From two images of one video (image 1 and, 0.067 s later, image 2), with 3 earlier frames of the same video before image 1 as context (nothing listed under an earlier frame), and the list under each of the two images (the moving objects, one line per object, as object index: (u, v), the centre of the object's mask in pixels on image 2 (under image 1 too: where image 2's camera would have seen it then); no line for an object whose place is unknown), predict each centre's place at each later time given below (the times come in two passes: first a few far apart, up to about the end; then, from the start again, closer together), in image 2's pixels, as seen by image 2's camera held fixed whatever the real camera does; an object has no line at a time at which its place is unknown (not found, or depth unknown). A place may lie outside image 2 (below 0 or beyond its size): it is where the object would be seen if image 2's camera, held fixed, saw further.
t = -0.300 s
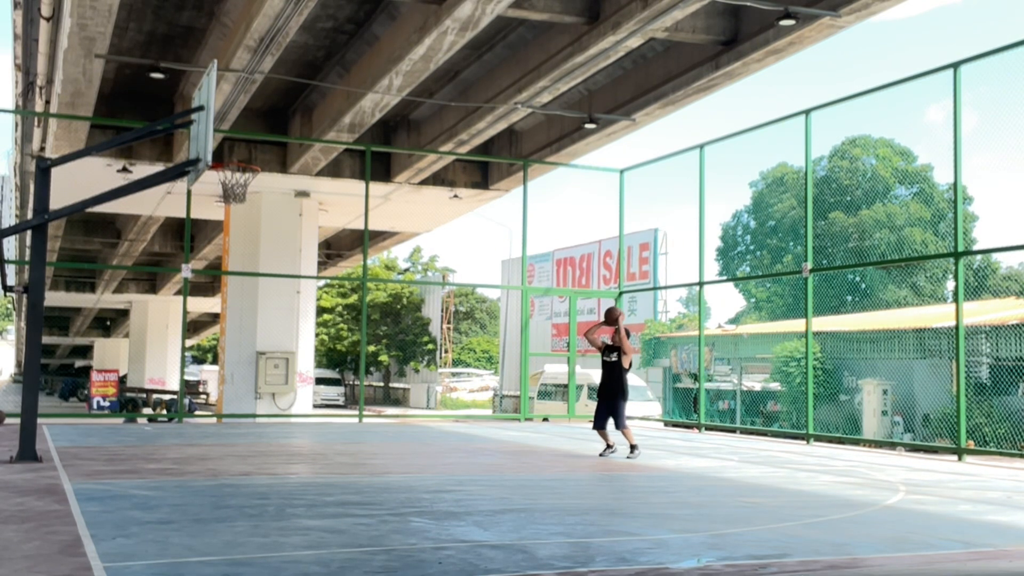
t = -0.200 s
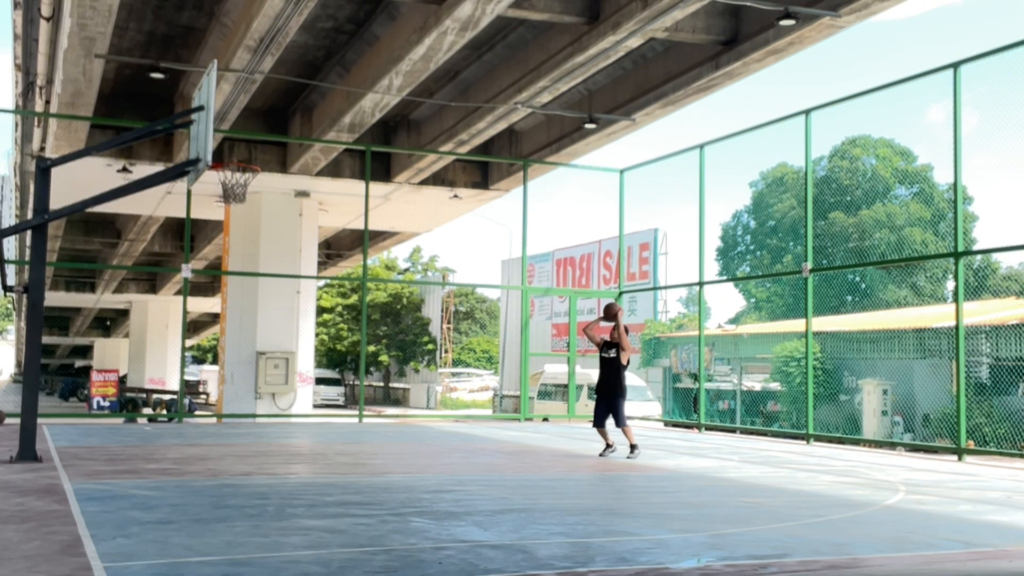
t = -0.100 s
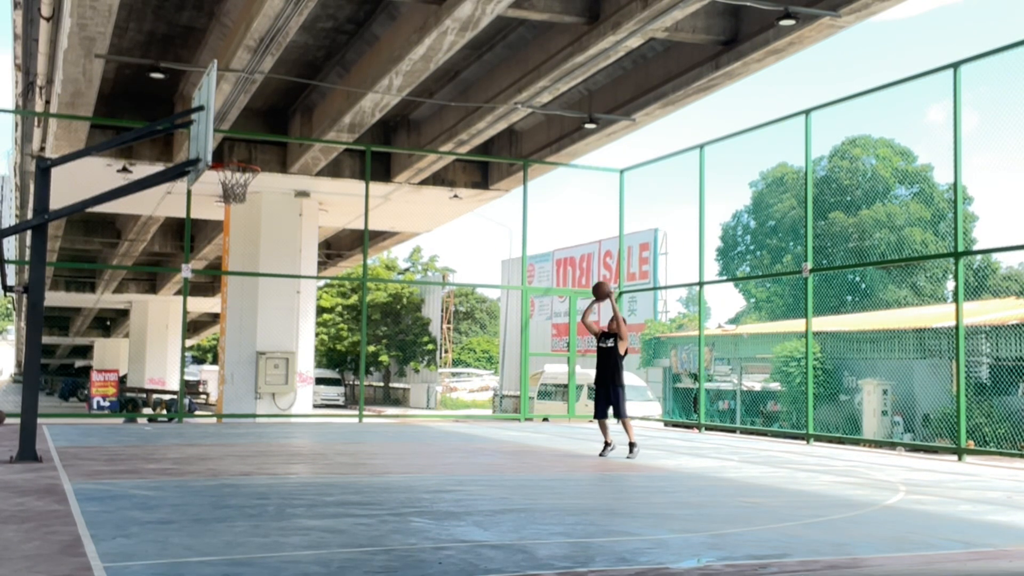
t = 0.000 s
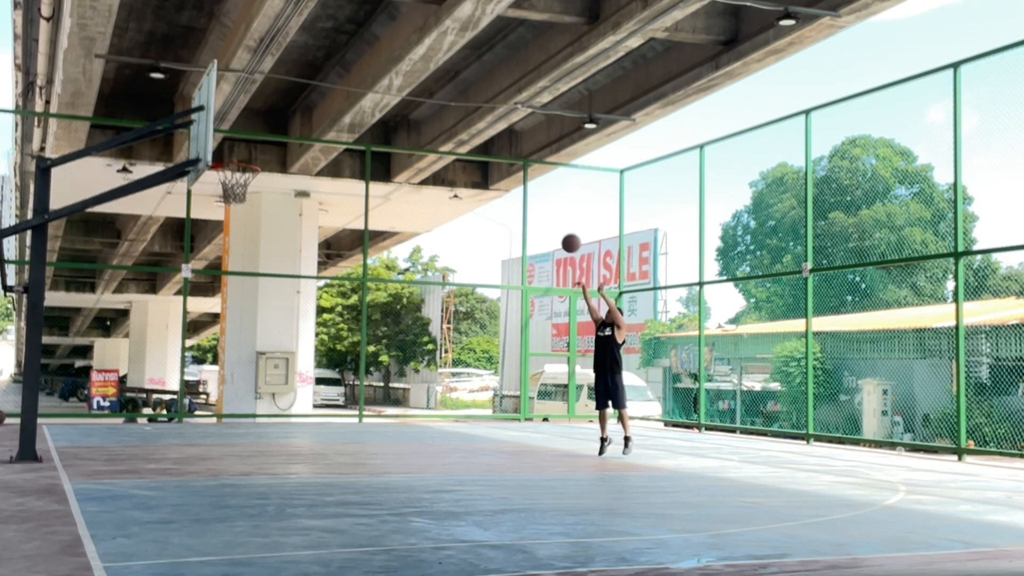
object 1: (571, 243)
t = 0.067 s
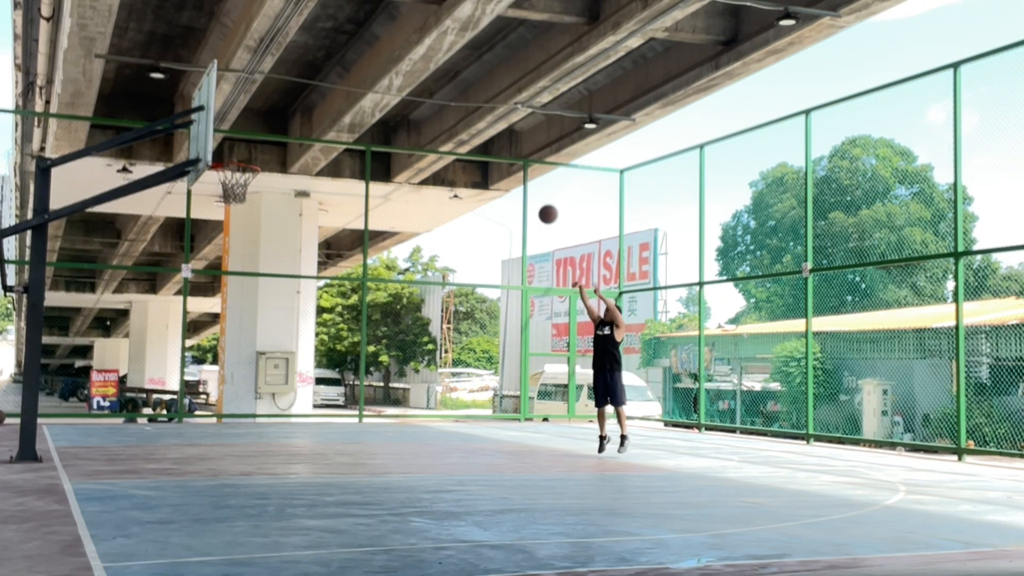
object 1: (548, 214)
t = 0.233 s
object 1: (489, 156)
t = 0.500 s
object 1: (393, 113)
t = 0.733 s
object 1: (305, 124)
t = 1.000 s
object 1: (240, 191)
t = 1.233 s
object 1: (247, 208)
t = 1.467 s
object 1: (250, 270)
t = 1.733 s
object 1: (251, 400)
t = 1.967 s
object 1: (248, 368)
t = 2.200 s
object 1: (243, 292)
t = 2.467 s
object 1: (234, 267)
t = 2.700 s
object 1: (224, 299)
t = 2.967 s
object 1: (211, 397)
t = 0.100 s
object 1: (536, 201)
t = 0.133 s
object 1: (524, 188)
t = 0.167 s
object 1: (513, 176)
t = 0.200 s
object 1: (501, 167)
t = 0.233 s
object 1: (489, 156)
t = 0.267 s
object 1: (478, 148)
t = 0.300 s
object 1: (465, 141)
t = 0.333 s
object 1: (453, 134)
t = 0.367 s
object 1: (441, 128)
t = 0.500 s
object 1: (393, 113)
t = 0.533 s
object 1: (380, 112)
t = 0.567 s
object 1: (368, 111)
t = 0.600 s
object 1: (355, 112)
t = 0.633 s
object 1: (342, 113)
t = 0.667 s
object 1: (329, 115)
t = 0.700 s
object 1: (317, 119)
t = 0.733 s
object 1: (305, 124)
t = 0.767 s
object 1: (291, 129)
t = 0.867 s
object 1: (251, 151)
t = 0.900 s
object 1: (237, 158)
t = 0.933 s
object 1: (226, 171)
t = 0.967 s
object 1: (233, 181)
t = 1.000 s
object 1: (240, 191)
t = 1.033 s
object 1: (243, 193)
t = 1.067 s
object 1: (243, 194)
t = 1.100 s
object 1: (243, 194)
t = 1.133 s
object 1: (244, 197)
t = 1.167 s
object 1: (245, 200)
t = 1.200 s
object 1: (246, 204)
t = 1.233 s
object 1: (247, 208)
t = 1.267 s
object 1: (247, 214)
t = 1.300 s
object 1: (248, 221)
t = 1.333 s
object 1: (248, 229)
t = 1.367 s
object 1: (249, 237)
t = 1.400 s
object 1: (249, 247)
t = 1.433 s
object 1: (250, 258)
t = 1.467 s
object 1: (250, 270)
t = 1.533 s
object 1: (251, 296)
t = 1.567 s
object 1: (251, 311)
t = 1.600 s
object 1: (251, 327)
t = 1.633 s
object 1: (251, 344)
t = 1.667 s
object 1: (251, 361)
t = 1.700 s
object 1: (251, 380)
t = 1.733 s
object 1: (251, 400)
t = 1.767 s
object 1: (251, 421)
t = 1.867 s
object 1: (250, 417)
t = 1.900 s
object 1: (249, 399)
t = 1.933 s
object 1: (249, 383)
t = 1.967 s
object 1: (248, 368)
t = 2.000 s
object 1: (247, 354)
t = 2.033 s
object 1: (247, 341)
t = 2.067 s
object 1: (246, 329)
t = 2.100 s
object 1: (245, 318)
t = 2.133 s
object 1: (244, 309)
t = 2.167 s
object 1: (243, 300)
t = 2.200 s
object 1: (243, 292)
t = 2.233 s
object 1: (242, 286)
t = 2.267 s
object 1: (241, 280)
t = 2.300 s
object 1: (239, 275)
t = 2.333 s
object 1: (238, 272)
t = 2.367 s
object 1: (237, 269)
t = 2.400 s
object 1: (236, 267)
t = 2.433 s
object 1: (235, 267)
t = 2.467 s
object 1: (234, 267)
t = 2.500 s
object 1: (233, 269)
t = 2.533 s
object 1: (231, 271)
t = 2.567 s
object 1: (230, 275)
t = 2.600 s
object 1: (229, 279)
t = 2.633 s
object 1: (228, 285)
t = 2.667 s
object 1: (226, 291)
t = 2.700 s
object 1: (224, 299)
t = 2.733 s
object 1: (223, 308)
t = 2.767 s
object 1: (222, 317)
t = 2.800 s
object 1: (220, 328)
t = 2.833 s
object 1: (218, 339)
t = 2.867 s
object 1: (217, 352)
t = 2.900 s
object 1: (215, 366)
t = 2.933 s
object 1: (213, 380)
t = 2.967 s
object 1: (211, 397)
